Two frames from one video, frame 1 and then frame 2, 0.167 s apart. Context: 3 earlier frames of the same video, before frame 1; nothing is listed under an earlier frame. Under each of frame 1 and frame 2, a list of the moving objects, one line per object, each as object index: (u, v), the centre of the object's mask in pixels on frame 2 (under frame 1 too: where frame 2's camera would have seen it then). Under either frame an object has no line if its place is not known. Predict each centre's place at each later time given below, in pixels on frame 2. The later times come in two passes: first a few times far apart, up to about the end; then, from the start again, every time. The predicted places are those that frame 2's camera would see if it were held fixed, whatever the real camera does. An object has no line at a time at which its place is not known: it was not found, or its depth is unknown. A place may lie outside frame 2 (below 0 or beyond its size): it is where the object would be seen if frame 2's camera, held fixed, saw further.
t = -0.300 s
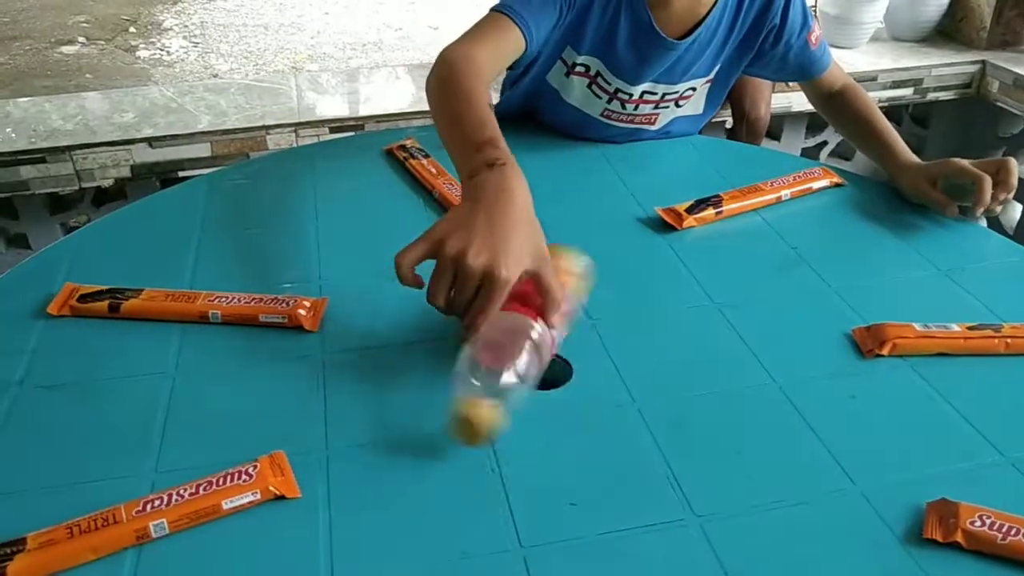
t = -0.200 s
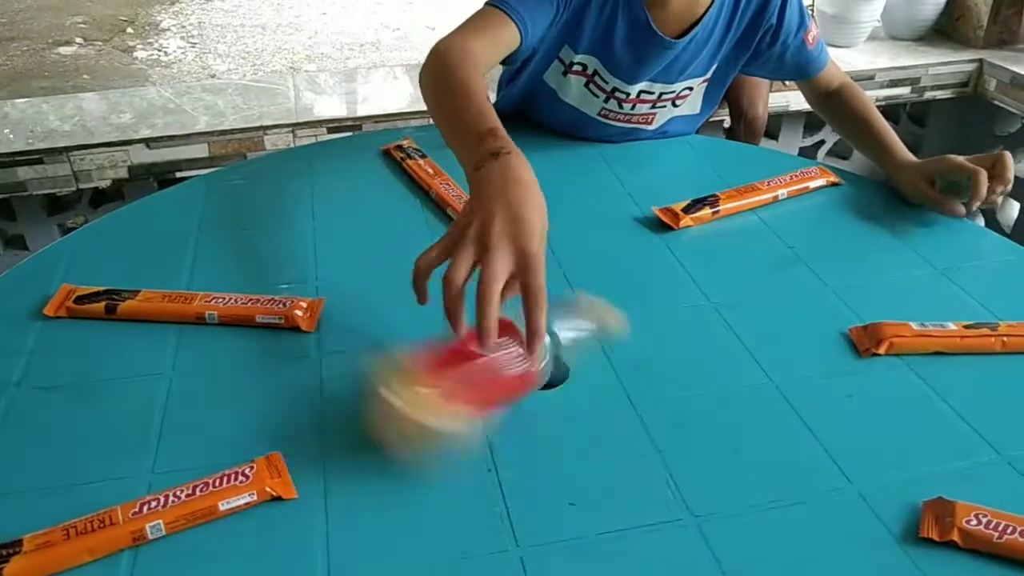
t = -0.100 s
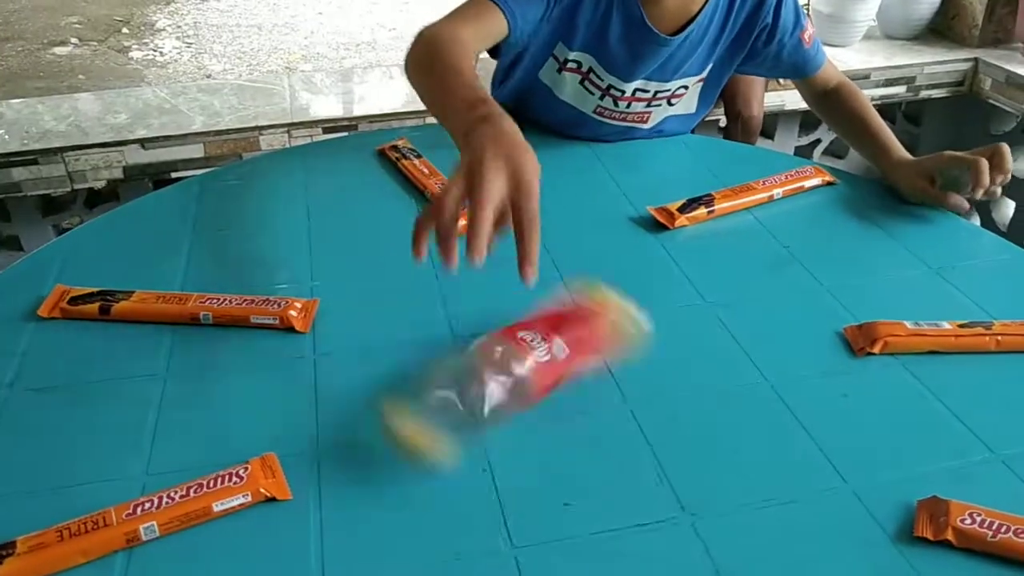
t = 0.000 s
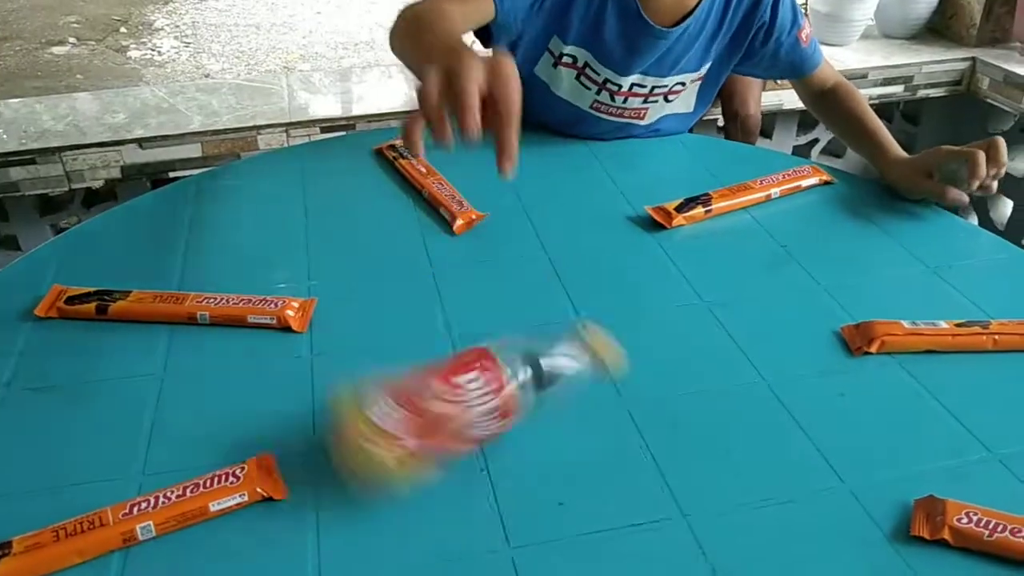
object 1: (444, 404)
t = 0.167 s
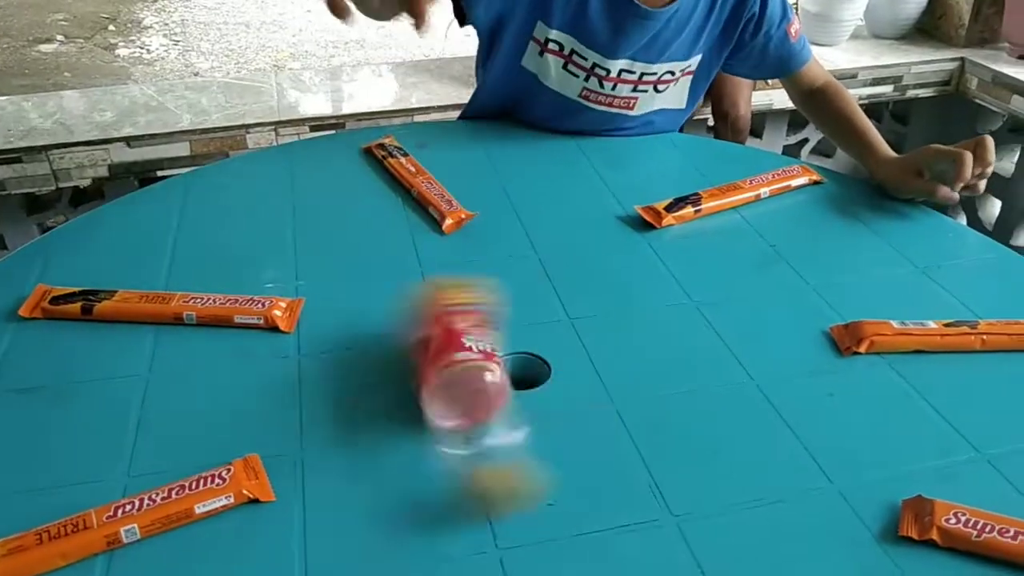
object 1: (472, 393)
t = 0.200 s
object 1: (461, 391)
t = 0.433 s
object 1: (459, 396)
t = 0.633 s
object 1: (483, 410)
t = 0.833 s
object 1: (418, 400)
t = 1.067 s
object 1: (437, 404)
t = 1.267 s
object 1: (405, 413)
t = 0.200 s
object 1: (461, 391)
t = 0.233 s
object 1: (438, 404)
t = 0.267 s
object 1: (443, 436)
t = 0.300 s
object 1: (487, 441)
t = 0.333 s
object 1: (490, 413)
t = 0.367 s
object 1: (474, 401)
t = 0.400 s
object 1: (462, 396)
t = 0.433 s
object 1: (459, 396)
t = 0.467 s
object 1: (452, 395)
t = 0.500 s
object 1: (424, 401)
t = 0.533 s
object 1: (417, 421)
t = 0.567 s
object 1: (441, 447)
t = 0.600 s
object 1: (486, 438)
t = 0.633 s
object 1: (483, 410)
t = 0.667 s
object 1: (472, 398)
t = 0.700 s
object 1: (460, 393)
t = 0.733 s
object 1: (458, 391)
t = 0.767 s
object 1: (449, 395)
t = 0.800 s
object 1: (432, 395)
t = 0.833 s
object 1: (418, 400)
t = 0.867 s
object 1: (405, 411)
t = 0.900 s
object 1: (412, 429)
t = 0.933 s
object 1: (435, 446)
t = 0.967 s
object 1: (463, 436)
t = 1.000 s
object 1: (462, 417)
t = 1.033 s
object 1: (446, 408)
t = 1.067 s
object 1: (437, 404)
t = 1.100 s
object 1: (431, 404)
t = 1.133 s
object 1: (432, 408)
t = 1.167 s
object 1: (432, 416)
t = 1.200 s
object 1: (430, 412)
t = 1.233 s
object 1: (417, 410)
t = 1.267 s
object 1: (405, 413)
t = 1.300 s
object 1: (400, 419)
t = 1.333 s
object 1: (401, 431)
